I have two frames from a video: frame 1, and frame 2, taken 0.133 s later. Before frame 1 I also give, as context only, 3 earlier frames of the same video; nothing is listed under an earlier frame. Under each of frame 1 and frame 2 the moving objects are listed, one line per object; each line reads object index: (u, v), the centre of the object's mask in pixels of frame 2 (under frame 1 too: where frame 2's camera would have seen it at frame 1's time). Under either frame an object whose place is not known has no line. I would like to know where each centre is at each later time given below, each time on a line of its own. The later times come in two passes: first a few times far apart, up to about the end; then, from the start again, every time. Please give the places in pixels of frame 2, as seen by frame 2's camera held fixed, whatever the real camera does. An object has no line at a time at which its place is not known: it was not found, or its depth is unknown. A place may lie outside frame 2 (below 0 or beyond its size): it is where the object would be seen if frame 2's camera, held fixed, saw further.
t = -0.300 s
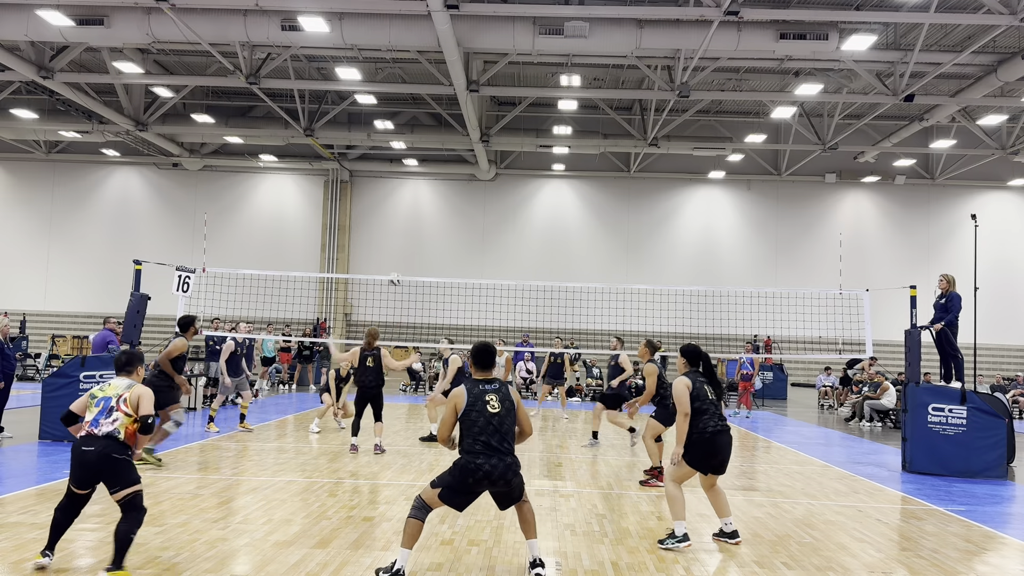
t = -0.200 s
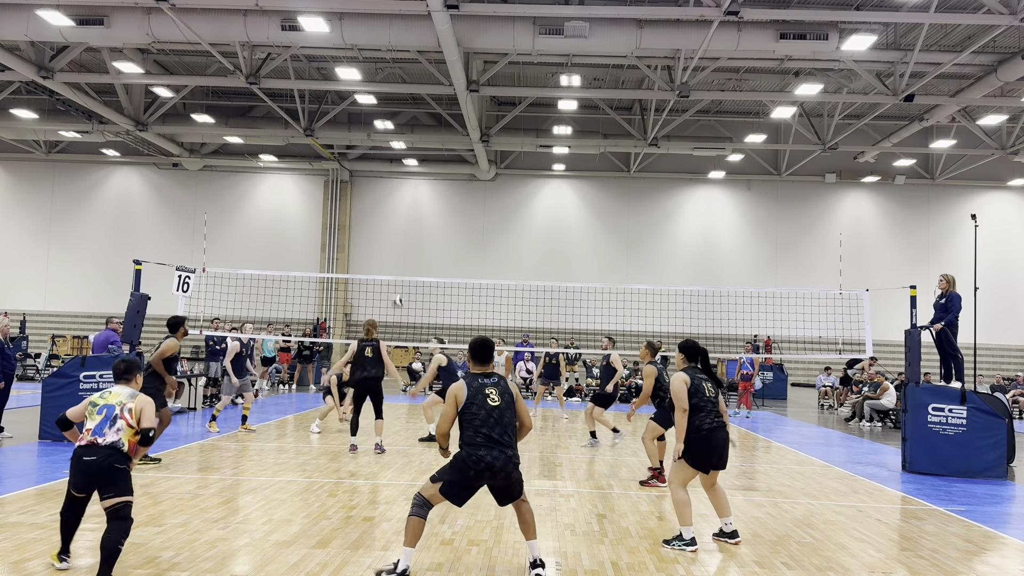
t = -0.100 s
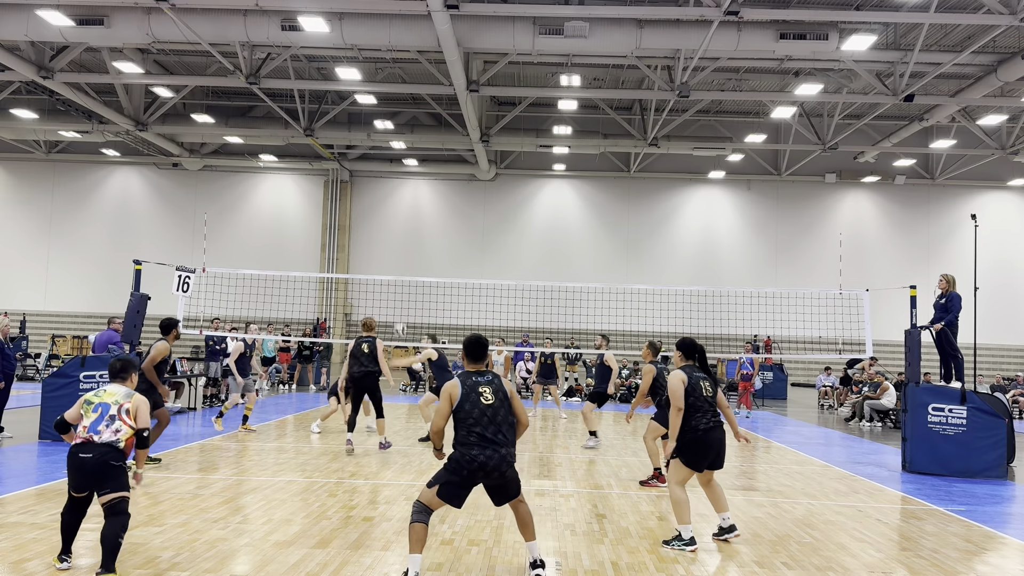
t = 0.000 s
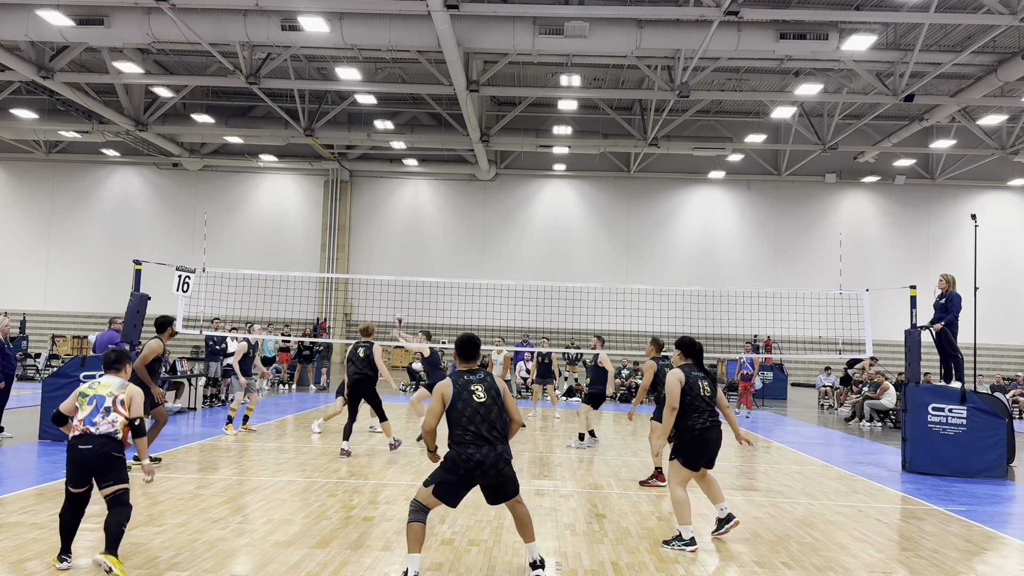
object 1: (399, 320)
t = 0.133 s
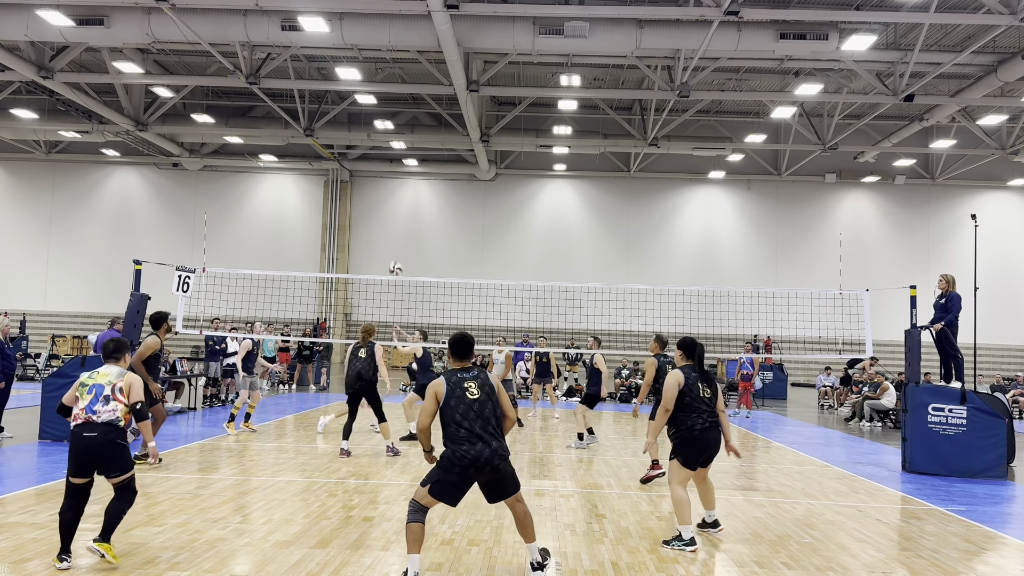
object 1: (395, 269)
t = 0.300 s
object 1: (389, 219)
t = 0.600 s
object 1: (373, 173)
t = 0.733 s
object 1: (364, 173)
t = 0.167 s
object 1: (395, 258)
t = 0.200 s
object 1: (393, 247)
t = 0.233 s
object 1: (392, 237)
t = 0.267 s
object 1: (391, 229)
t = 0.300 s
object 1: (389, 219)
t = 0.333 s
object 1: (388, 212)
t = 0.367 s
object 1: (386, 204)
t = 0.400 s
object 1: (385, 198)
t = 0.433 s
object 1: (383, 192)
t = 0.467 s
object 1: (381, 186)
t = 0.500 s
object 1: (379, 182)
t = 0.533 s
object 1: (378, 178)
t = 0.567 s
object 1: (376, 175)
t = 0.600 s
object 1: (373, 173)
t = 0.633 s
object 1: (371, 171)
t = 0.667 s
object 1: (369, 171)
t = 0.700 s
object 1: (367, 171)
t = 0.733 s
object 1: (364, 173)
